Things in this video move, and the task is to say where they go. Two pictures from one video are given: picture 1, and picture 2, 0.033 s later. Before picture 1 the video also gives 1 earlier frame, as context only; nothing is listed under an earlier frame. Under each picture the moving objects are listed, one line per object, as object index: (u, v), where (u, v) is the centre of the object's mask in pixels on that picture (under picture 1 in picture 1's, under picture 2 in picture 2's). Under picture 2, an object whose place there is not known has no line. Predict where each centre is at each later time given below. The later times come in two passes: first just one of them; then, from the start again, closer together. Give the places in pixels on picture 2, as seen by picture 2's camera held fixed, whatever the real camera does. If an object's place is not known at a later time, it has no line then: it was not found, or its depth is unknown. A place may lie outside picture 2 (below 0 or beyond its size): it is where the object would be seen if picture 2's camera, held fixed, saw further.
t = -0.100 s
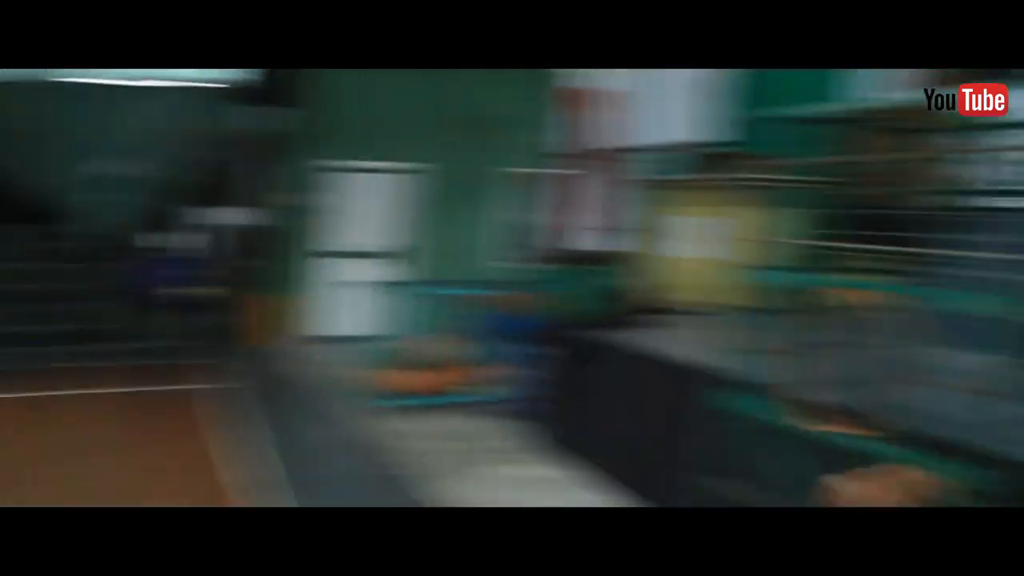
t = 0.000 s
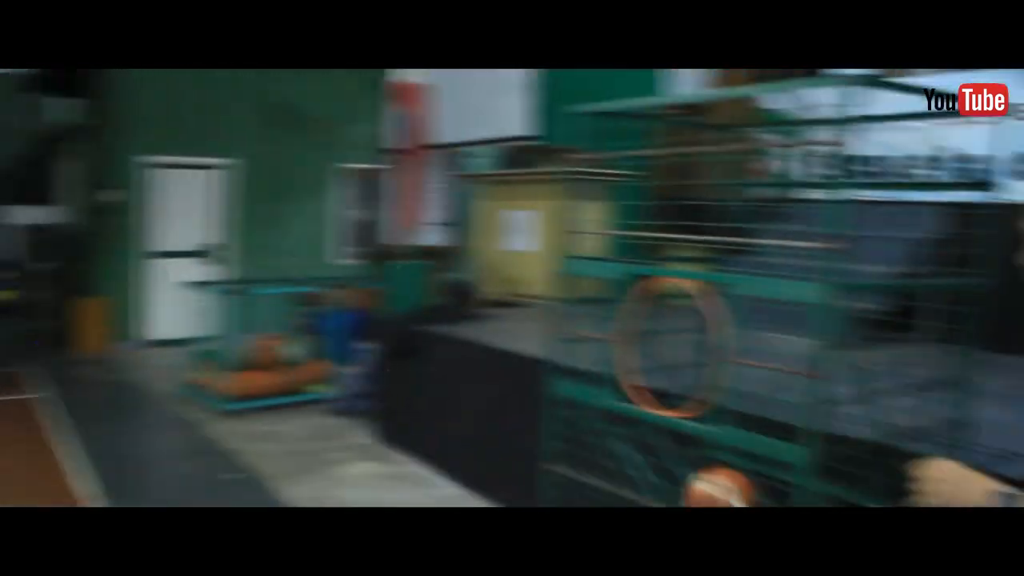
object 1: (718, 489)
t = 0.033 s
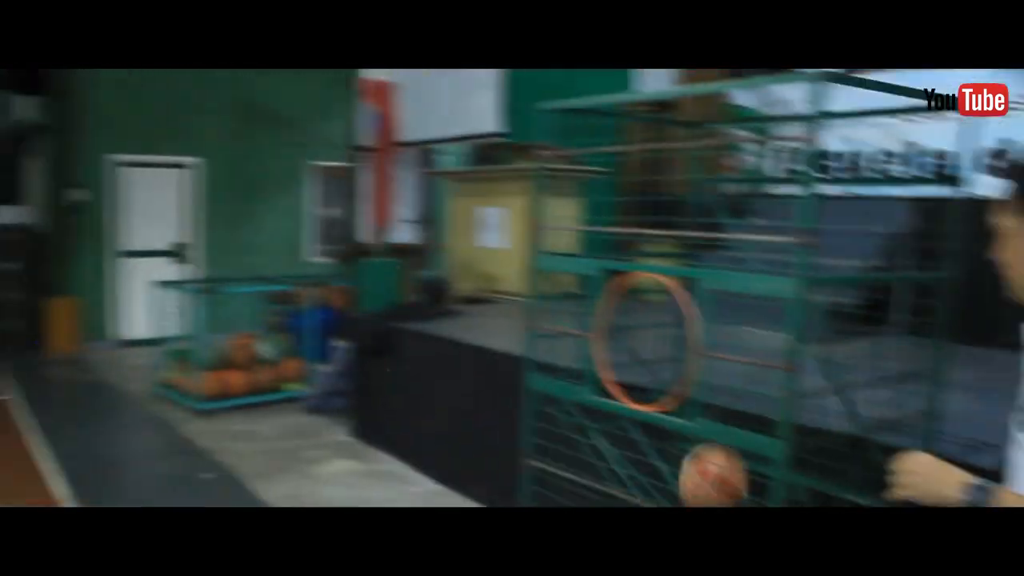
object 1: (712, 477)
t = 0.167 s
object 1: (802, 425)
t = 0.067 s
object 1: (734, 472)
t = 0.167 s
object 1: (802, 425)
